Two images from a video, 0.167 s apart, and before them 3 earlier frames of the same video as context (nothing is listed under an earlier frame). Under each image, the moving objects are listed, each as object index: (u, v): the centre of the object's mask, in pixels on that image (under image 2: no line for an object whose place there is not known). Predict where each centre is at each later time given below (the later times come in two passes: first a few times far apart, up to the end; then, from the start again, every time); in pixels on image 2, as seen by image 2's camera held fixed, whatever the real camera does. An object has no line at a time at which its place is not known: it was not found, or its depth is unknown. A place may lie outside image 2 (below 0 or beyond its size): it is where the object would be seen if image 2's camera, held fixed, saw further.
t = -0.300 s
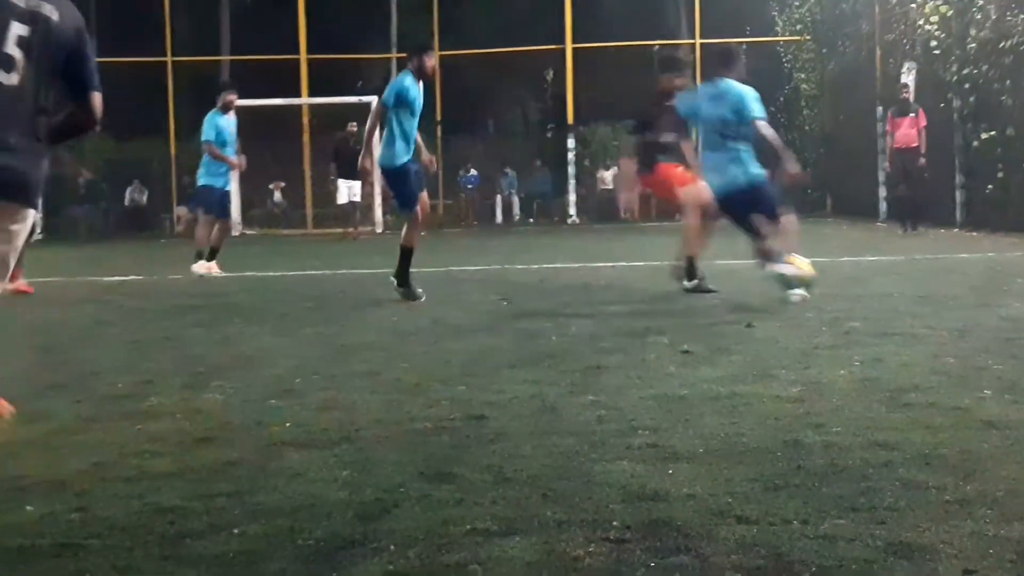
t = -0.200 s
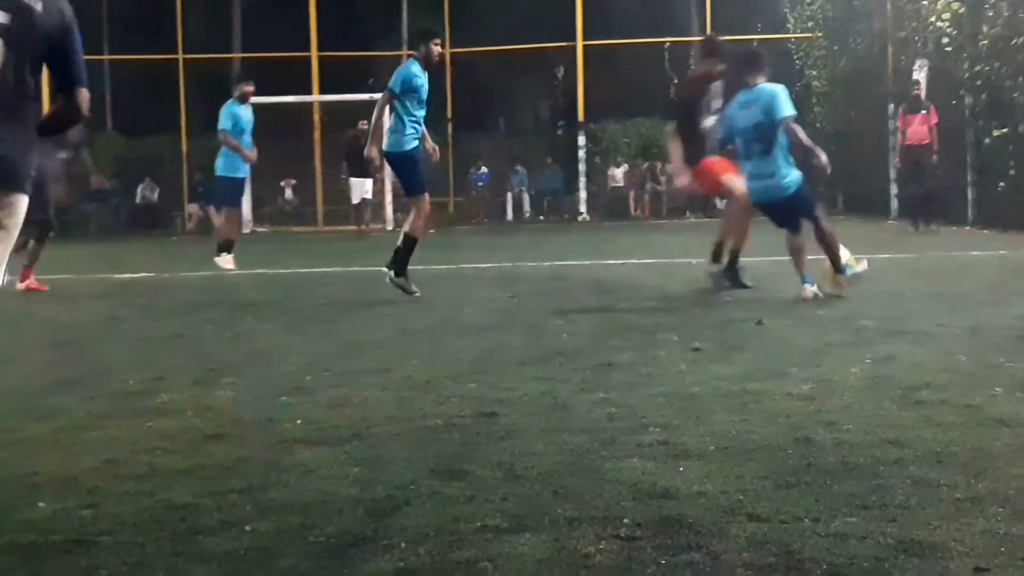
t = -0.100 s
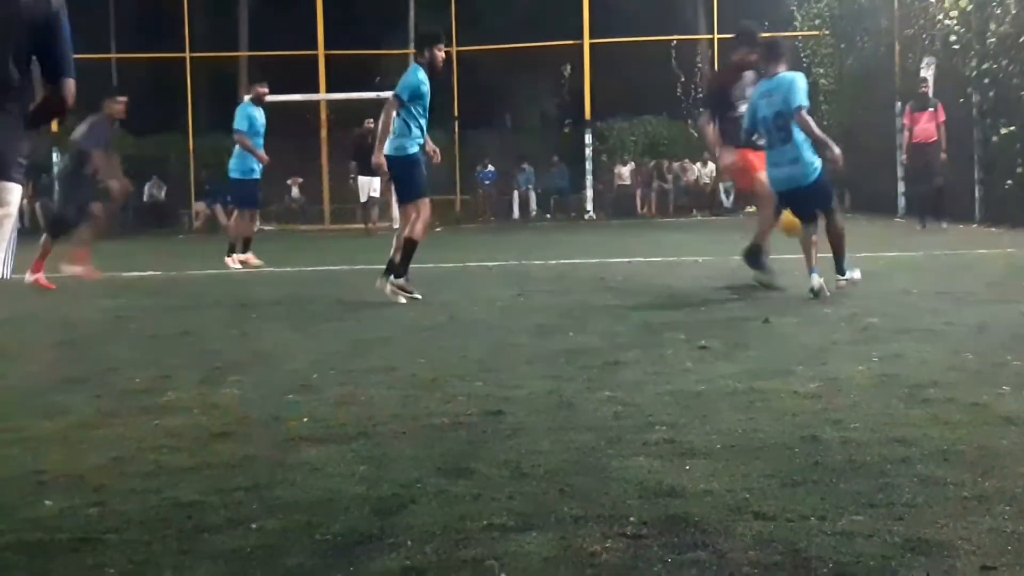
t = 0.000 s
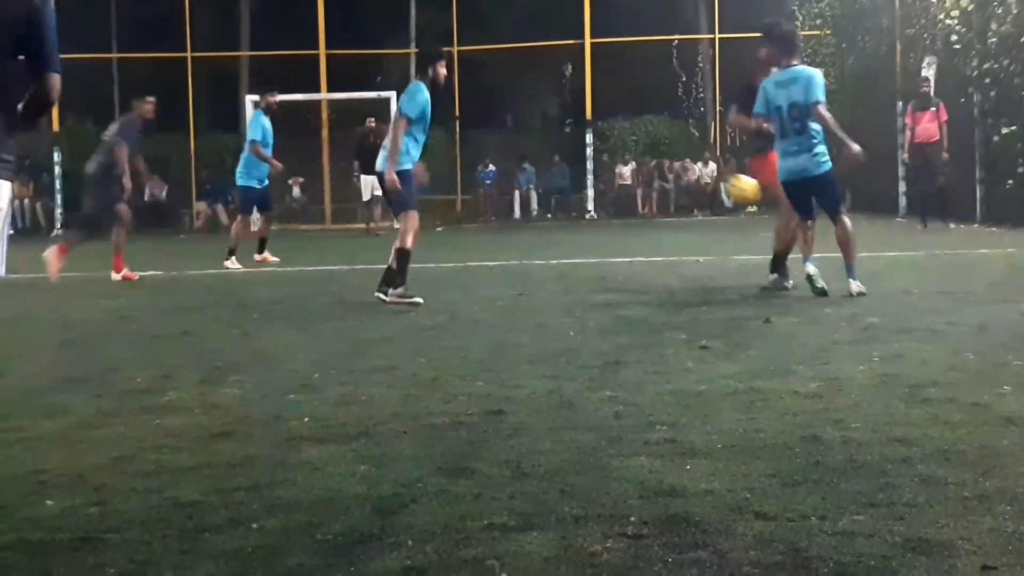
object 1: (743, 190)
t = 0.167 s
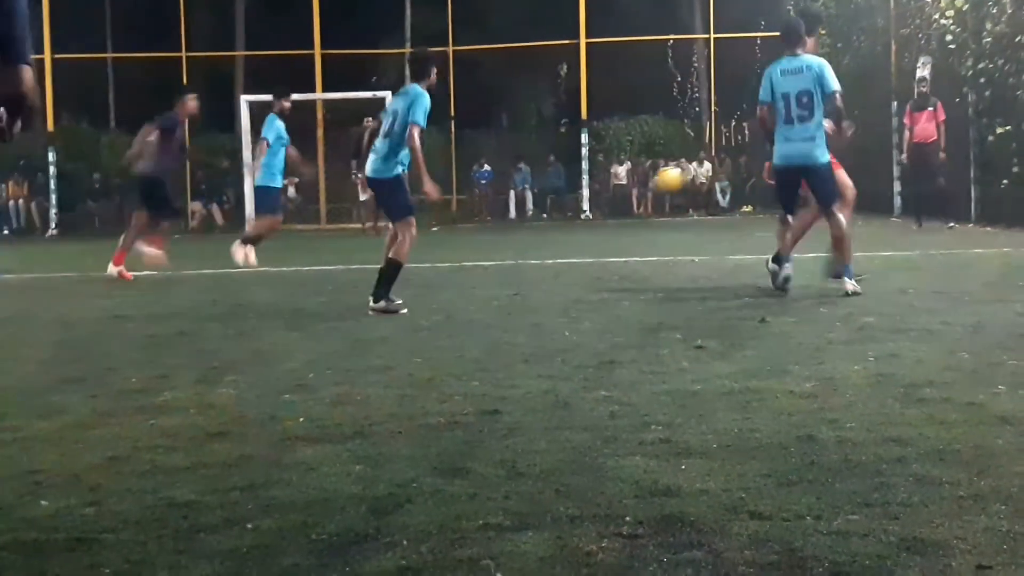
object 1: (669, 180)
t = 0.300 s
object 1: (624, 196)
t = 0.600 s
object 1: (557, 213)
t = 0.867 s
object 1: (525, 204)
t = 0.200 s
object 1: (657, 182)
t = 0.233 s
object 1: (645, 186)
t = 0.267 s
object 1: (635, 191)
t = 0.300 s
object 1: (624, 196)
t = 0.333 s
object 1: (614, 203)
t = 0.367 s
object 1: (604, 210)
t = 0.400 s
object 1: (596, 218)
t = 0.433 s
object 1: (588, 229)
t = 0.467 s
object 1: (579, 240)
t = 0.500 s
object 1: (573, 239)
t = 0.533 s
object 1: (567, 229)
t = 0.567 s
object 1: (562, 219)
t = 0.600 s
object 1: (557, 213)
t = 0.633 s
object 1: (553, 209)
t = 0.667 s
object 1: (549, 205)
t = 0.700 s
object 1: (545, 202)
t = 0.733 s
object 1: (541, 200)
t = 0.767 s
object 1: (538, 201)
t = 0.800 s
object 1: (533, 200)
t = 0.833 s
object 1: (529, 200)
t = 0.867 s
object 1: (525, 204)
